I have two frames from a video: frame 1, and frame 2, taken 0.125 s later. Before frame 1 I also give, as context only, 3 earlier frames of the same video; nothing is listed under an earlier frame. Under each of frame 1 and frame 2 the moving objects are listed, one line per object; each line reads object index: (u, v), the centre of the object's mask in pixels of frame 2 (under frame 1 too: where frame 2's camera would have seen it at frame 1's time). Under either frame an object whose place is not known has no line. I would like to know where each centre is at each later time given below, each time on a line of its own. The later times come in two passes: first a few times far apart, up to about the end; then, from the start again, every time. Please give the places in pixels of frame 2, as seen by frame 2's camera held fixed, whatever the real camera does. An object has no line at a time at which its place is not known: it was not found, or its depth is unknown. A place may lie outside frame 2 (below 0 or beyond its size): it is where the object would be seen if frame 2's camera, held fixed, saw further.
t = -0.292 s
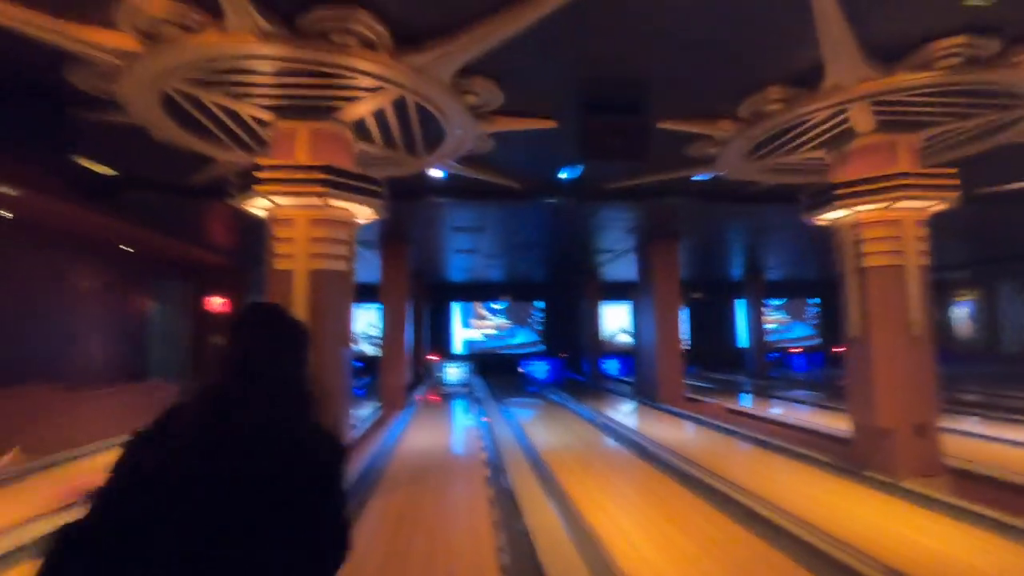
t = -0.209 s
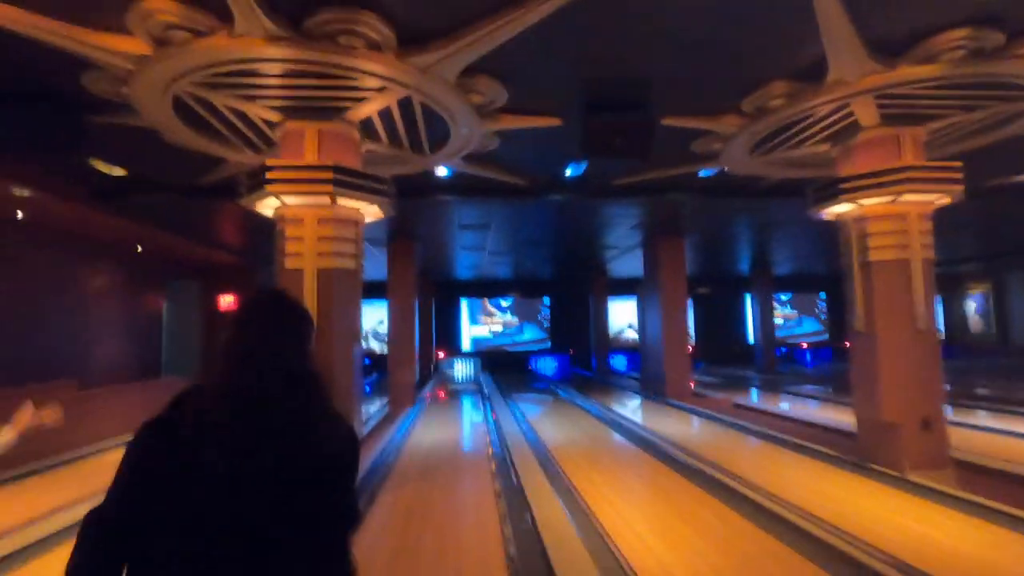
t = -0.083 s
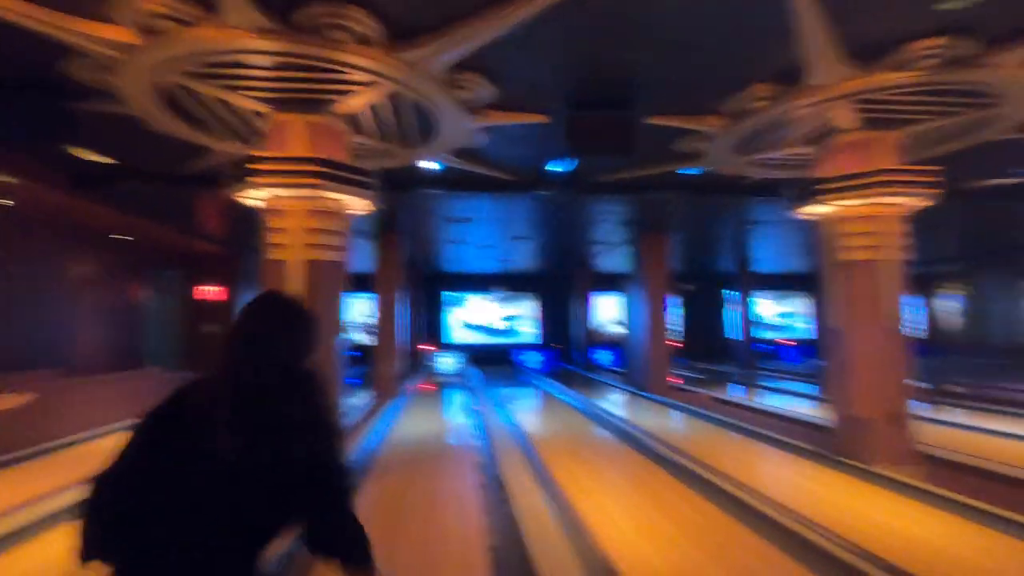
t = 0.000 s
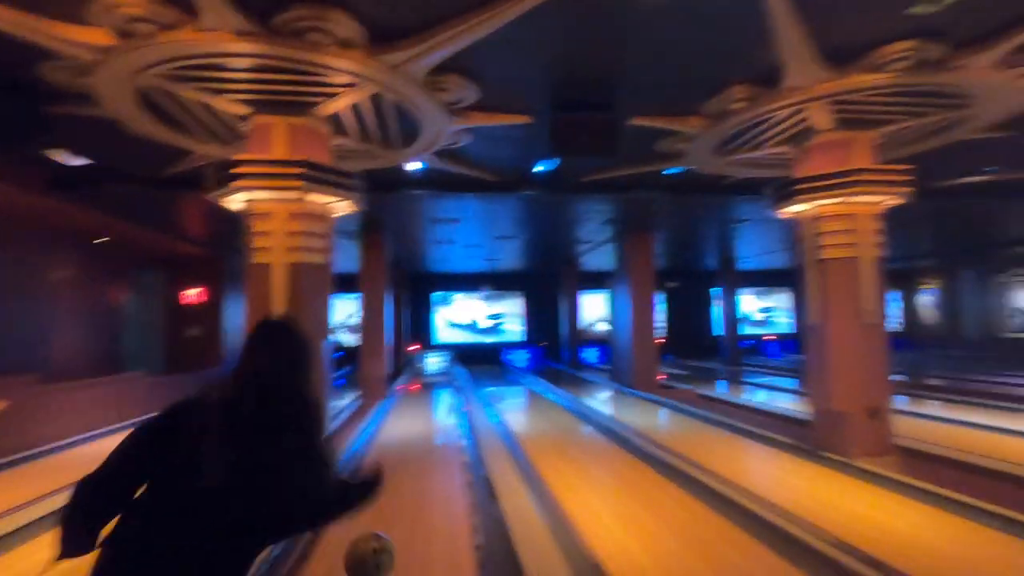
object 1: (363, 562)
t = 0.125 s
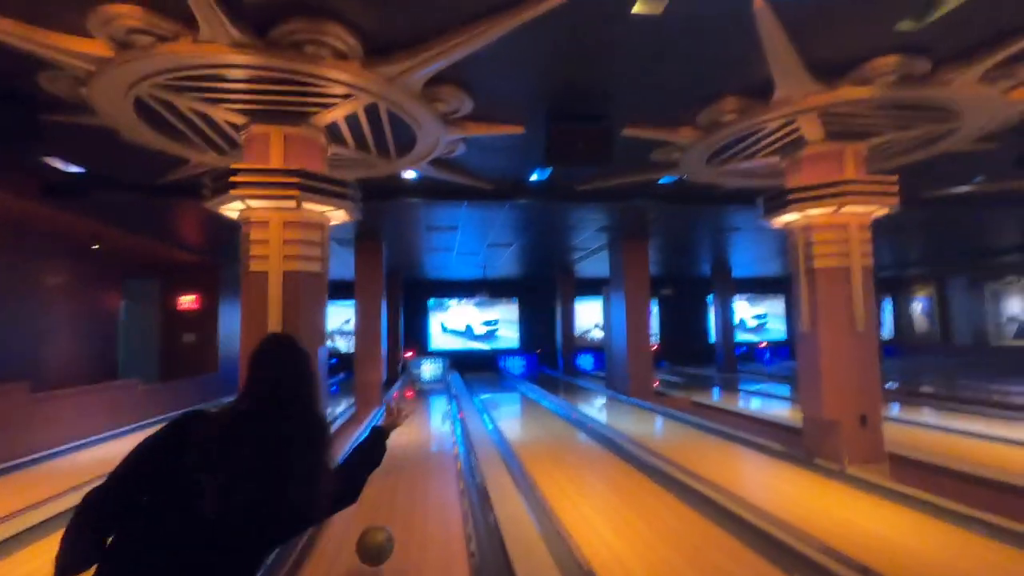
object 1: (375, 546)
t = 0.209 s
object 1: (380, 529)
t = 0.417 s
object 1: (388, 481)
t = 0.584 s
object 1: (392, 458)
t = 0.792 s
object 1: (397, 435)
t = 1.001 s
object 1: (399, 421)
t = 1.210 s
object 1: (400, 411)
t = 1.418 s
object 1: (401, 402)
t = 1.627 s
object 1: (402, 398)
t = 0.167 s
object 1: (378, 546)
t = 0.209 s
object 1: (380, 529)
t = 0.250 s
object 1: (382, 517)
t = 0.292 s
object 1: (387, 510)
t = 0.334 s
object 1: (386, 497)
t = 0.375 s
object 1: (387, 489)
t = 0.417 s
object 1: (388, 481)
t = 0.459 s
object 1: (389, 474)
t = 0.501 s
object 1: (390, 468)
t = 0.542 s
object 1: (392, 463)
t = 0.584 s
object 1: (392, 458)
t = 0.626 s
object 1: (394, 452)
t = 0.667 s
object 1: (395, 447)
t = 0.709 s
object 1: (395, 443)
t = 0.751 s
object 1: (396, 439)
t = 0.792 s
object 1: (397, 435)
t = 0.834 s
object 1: (397, 433)
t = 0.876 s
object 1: (398, 431)
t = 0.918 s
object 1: (398, 427)
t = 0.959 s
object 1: (399, 423)
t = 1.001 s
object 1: (399, 421)
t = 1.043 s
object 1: (399, 419)
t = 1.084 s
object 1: (400, 417)
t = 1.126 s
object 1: (400, 415)
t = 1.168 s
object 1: (400, 413)
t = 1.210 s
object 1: (400, 411)
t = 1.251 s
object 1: (400, 410)
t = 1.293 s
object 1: (401, 407)
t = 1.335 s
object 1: (401, 405)
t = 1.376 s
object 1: (401, 404)
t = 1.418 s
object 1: (401, 402)
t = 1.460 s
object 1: (402, 401)
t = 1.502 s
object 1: (401, 401)
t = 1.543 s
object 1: (401, 400)
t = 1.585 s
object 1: (402, 398)
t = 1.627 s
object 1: (402, 398)
